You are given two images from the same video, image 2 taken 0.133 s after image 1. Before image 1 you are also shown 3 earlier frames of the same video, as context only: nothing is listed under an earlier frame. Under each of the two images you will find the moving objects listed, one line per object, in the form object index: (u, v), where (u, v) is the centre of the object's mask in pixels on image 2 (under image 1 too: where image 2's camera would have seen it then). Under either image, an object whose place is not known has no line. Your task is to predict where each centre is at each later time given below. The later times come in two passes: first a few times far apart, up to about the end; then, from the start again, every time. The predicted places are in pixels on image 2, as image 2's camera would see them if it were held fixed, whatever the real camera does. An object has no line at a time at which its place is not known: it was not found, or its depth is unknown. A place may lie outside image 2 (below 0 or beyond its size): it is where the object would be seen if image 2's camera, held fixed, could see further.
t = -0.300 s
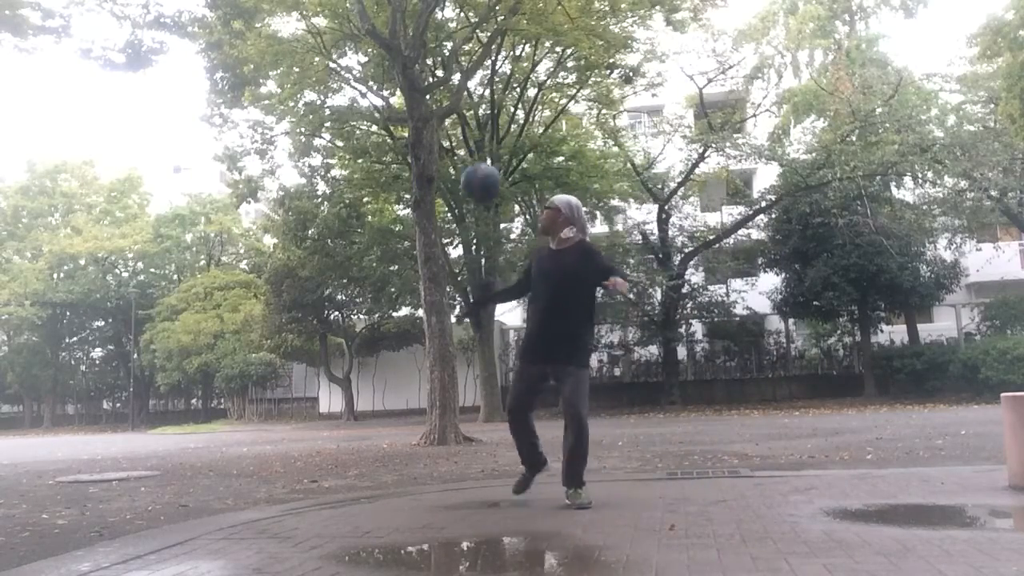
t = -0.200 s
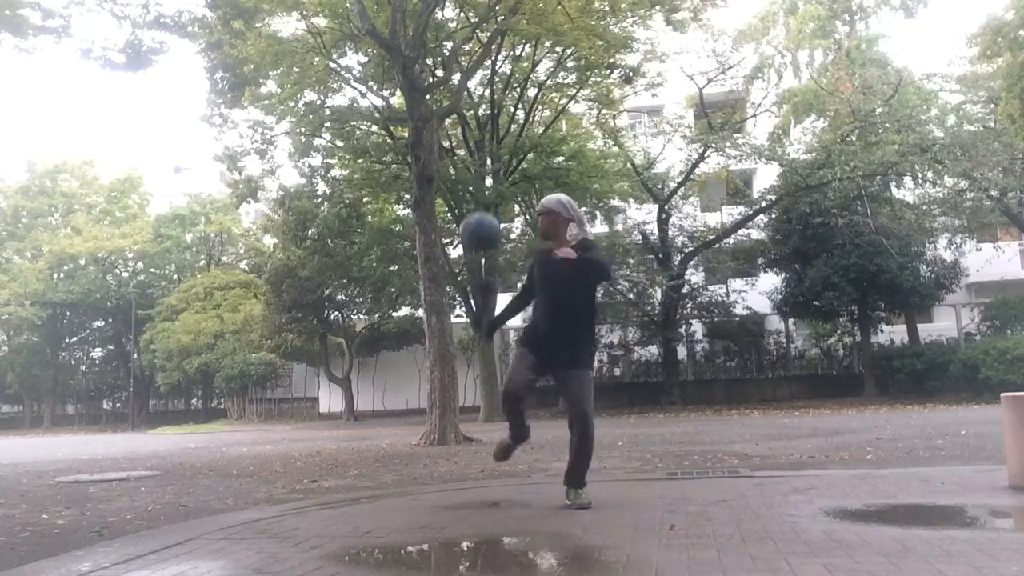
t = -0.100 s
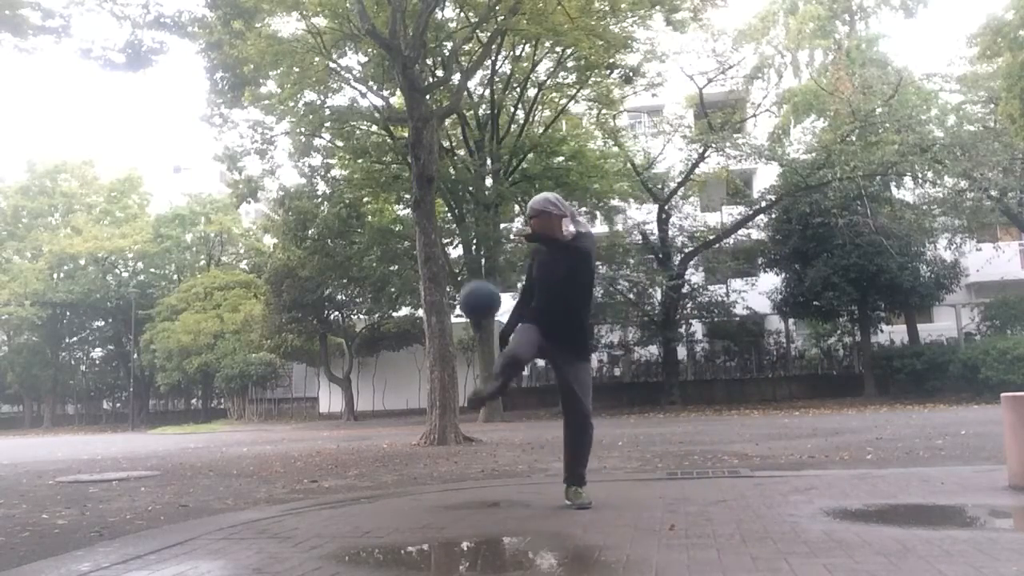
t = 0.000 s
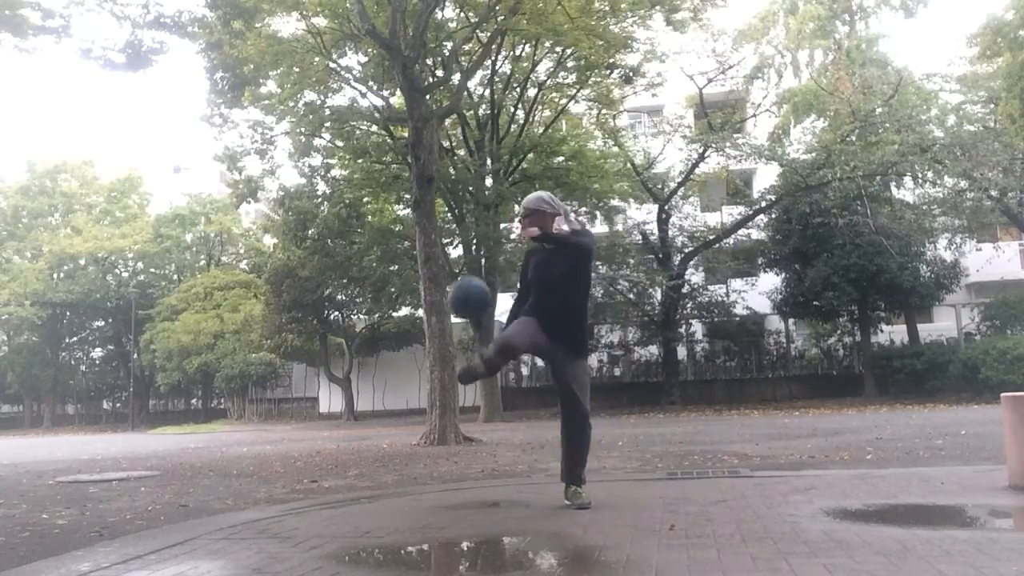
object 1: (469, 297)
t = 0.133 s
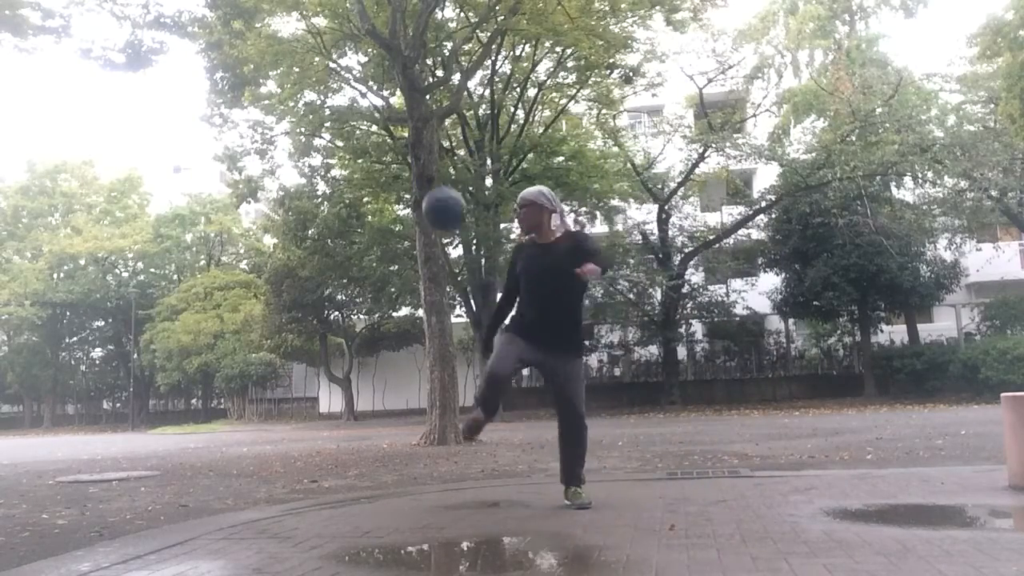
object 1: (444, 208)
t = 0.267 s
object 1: (420, 154)
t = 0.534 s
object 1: (372, 146)
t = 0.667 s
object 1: (348, 195)
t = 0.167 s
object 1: (438, 192)
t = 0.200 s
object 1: (432, 177)
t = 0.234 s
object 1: (425, 164)
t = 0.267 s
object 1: (420, 154)
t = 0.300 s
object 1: (414, 145)
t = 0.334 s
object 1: (408, 138)
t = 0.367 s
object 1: (401, 134)
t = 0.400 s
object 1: (396, 133)
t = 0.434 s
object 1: (390, 133)
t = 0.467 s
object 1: (384, 135)
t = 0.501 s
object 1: (377, 139)
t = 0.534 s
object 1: (372, 146)
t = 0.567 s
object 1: (367, 154)
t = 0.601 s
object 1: (361, 165)
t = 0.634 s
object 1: (354, 179)
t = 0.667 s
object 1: (348, 195)
